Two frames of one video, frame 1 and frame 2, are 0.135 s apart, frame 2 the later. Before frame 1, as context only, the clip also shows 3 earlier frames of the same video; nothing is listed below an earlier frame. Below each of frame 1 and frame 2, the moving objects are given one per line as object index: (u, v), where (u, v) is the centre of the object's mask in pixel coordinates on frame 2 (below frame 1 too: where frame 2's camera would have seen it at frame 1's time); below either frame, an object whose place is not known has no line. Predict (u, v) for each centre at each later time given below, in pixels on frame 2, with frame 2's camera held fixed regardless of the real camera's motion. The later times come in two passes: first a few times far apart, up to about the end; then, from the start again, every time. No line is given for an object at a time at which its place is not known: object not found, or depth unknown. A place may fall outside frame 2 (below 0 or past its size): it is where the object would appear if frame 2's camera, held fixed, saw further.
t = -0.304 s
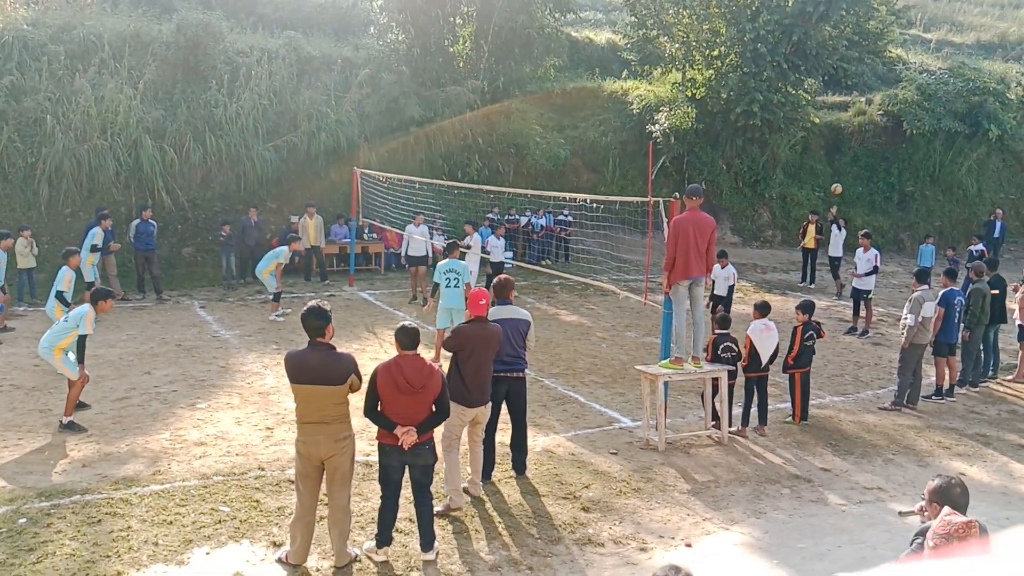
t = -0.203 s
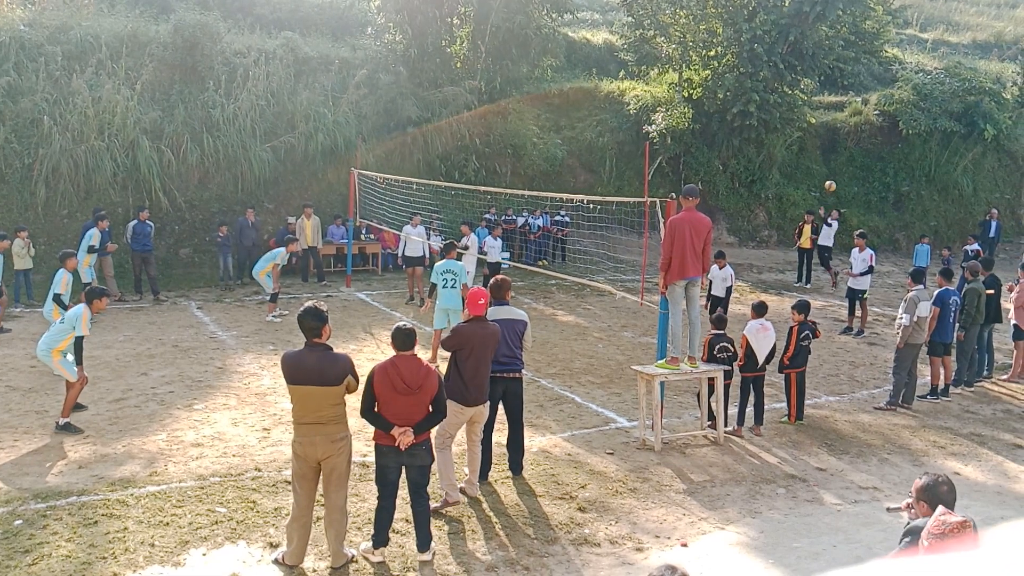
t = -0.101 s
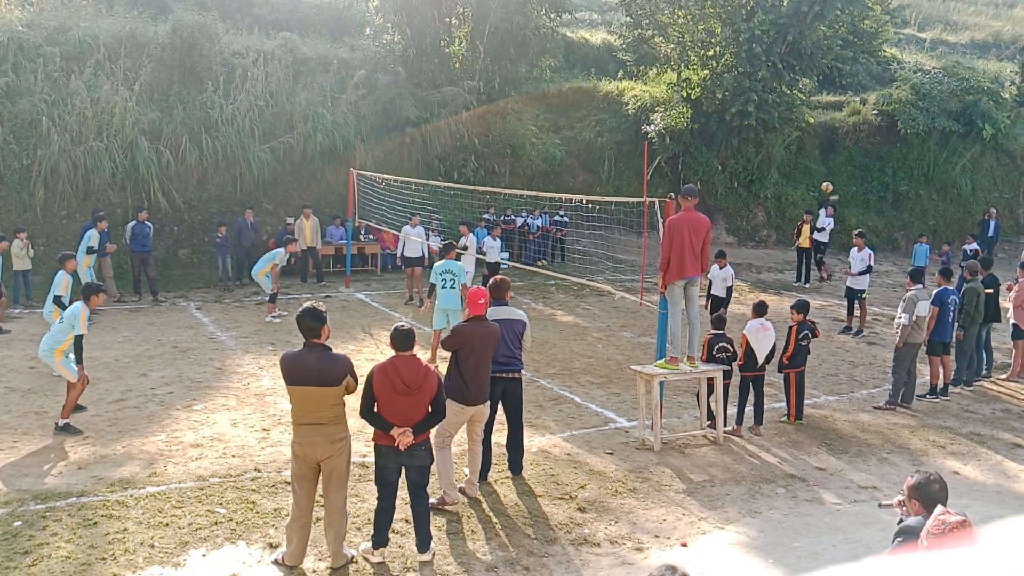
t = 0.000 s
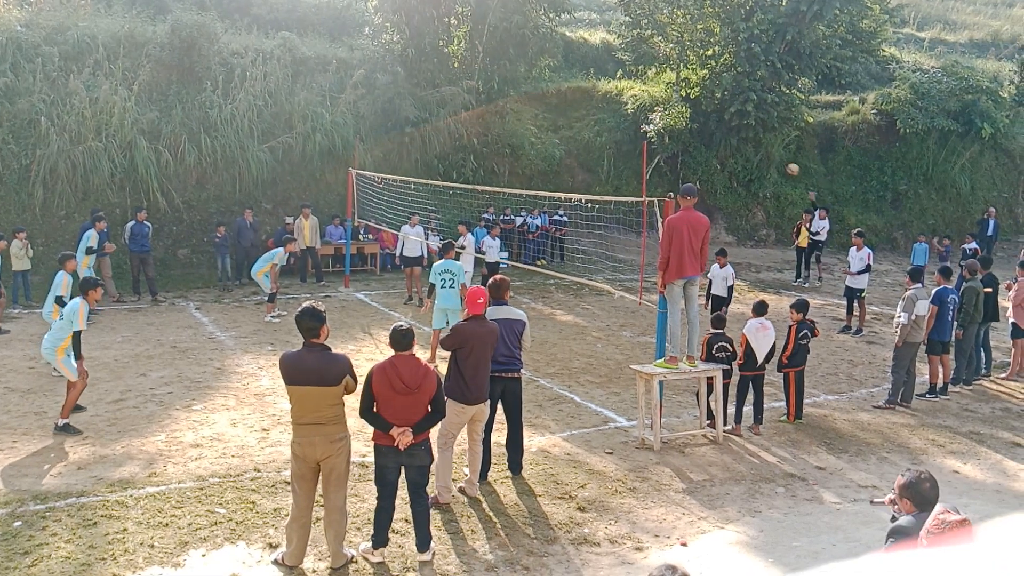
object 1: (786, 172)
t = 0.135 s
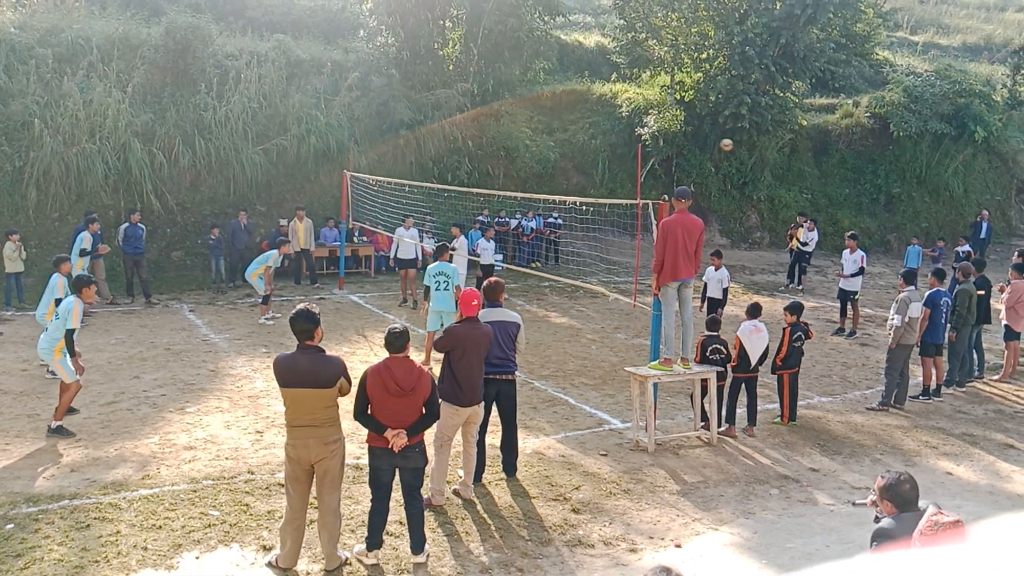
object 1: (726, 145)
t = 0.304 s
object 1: (643, 123)
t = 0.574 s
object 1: (494, 120)
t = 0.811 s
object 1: (347, 157)
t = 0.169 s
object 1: (710, 139)
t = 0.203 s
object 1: (694, 134)
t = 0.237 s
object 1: (677, 130)
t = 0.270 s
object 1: (661, 126)
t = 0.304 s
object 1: (643, 123)
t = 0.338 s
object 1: (626, 120)
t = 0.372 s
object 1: (608, 118)
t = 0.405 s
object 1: (589, 116)
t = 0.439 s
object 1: (571, 115)
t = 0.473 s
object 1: (552, 115)
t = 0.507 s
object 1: (533, 116)
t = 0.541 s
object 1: (514, 118)
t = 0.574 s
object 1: (494, 120)
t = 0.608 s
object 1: (474, 123)
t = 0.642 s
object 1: (454, 127)
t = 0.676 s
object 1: (433, 131)
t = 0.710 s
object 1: (412, 137)
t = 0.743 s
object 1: (391, 142)
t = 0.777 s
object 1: (370, 149)
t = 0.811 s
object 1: (347, 157)
